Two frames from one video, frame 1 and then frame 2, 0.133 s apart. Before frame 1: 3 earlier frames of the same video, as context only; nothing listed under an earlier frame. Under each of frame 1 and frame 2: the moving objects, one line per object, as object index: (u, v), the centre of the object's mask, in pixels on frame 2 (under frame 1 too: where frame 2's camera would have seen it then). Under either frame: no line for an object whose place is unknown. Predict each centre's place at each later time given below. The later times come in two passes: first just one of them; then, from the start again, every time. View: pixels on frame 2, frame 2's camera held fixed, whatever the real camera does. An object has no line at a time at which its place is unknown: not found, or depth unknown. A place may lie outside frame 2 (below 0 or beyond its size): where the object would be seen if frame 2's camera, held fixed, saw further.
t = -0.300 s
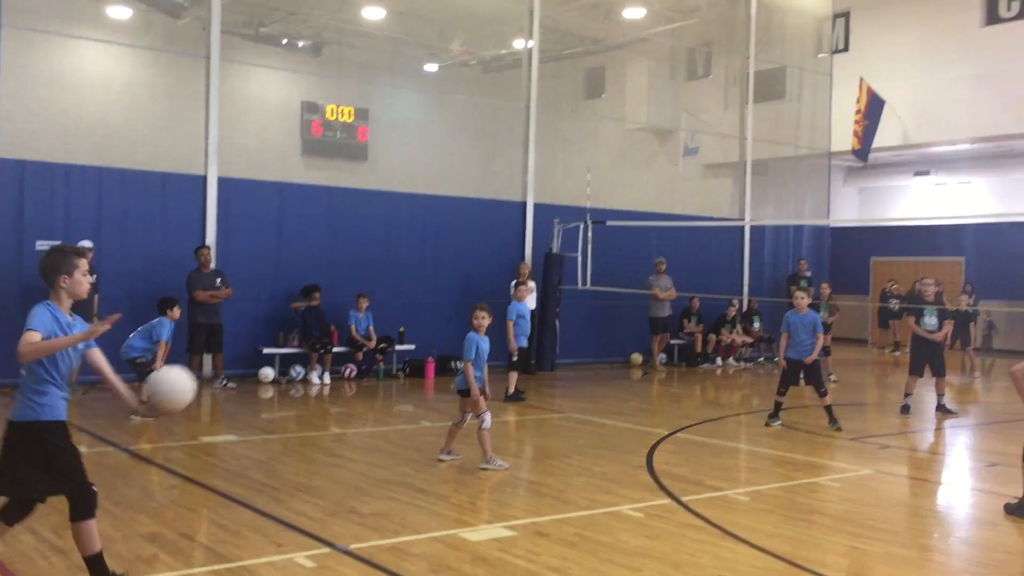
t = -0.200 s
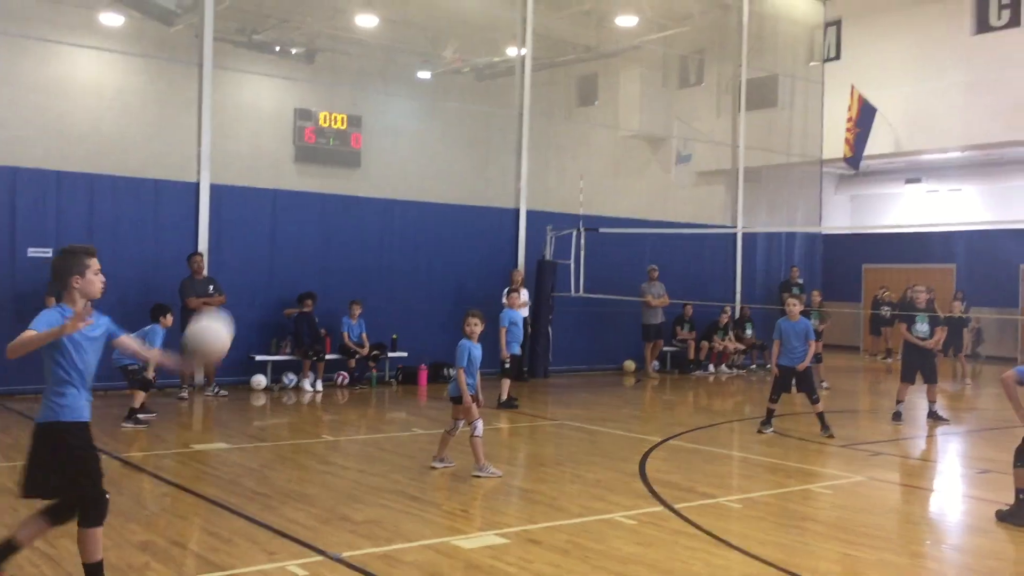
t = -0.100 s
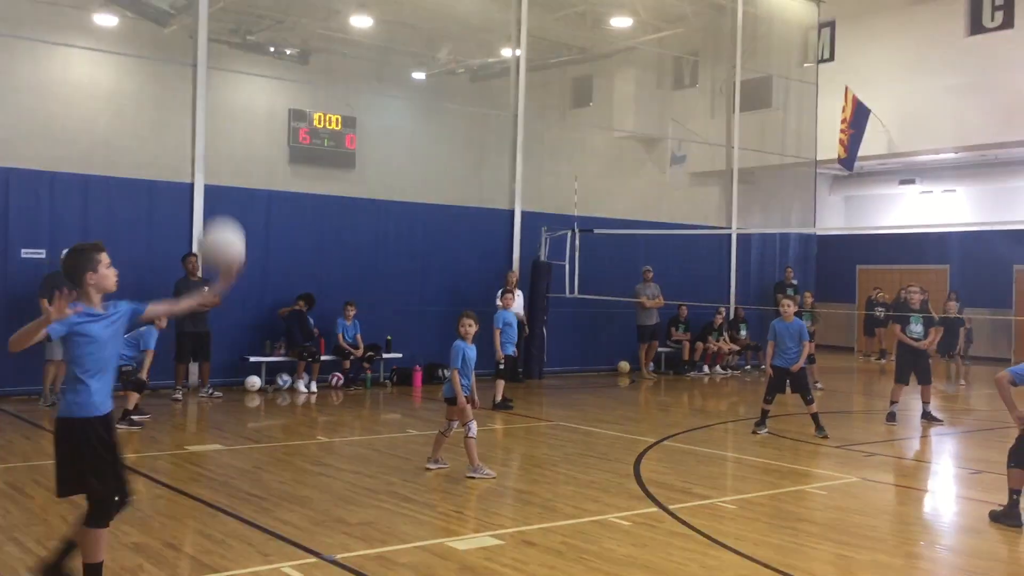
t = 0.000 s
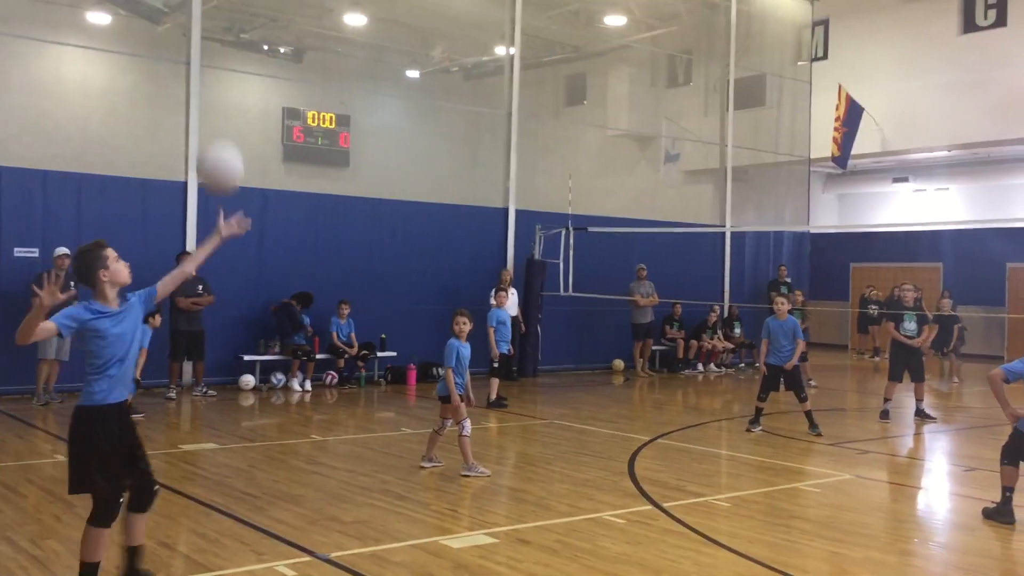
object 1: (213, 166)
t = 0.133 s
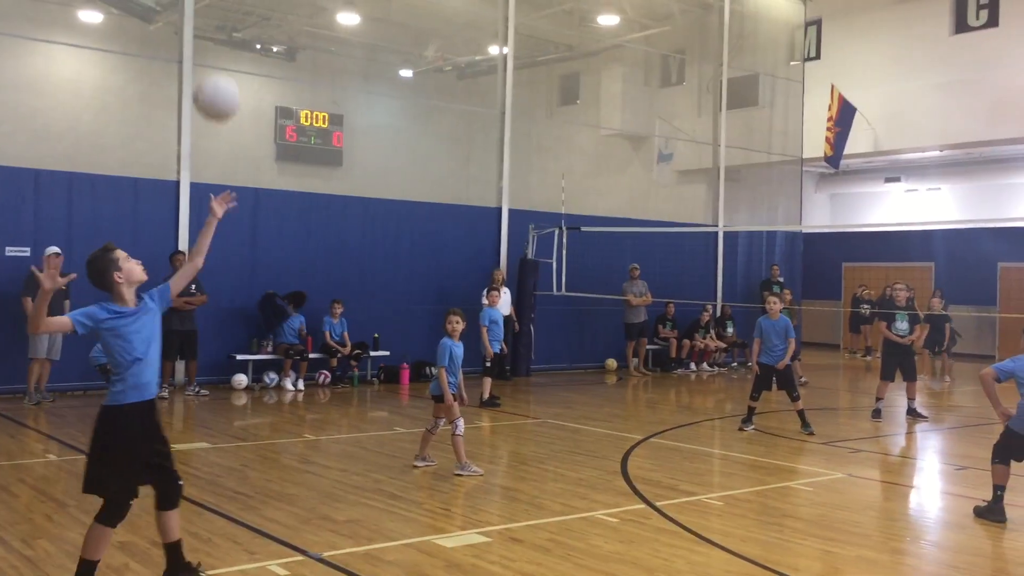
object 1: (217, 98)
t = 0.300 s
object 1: (221, 63)
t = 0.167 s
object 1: (218, 85)
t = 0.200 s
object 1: (219, 76)
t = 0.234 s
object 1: (219, 69)
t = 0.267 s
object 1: (220, 65)
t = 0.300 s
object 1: (221, 63)
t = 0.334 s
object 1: (221, 63)
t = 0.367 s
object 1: (221, 65)
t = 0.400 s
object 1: (223, 70)
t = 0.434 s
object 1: (223, 76)
